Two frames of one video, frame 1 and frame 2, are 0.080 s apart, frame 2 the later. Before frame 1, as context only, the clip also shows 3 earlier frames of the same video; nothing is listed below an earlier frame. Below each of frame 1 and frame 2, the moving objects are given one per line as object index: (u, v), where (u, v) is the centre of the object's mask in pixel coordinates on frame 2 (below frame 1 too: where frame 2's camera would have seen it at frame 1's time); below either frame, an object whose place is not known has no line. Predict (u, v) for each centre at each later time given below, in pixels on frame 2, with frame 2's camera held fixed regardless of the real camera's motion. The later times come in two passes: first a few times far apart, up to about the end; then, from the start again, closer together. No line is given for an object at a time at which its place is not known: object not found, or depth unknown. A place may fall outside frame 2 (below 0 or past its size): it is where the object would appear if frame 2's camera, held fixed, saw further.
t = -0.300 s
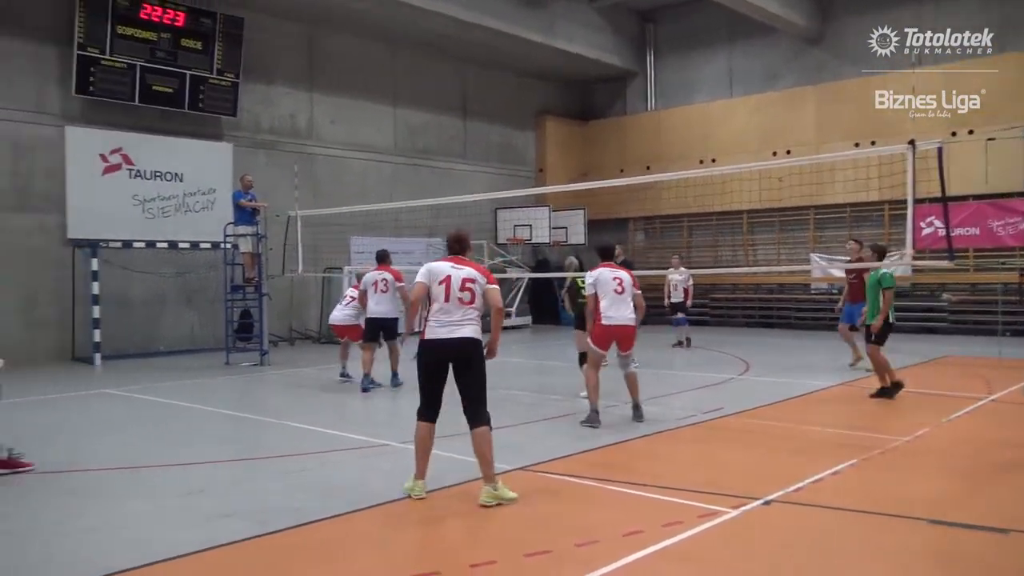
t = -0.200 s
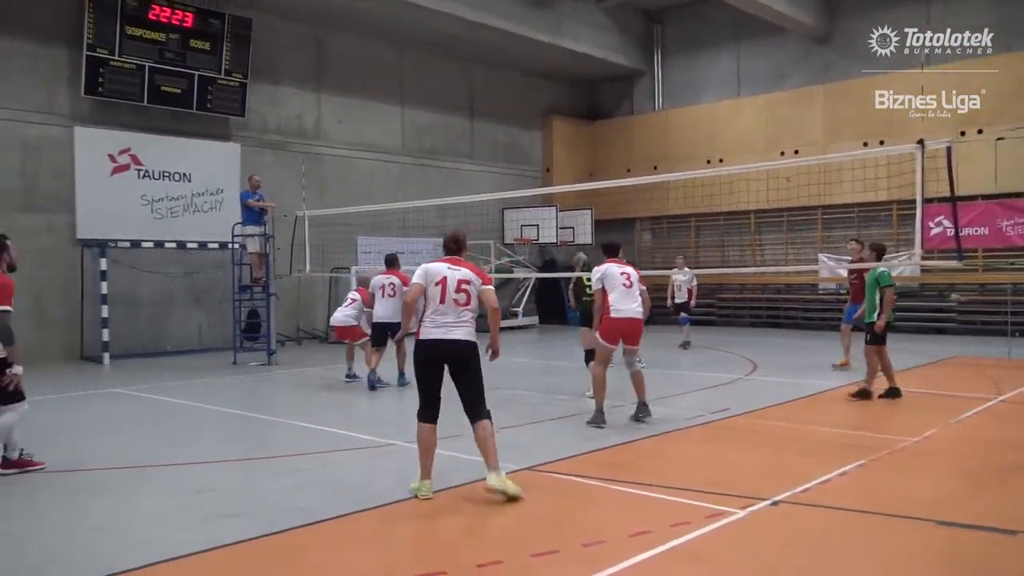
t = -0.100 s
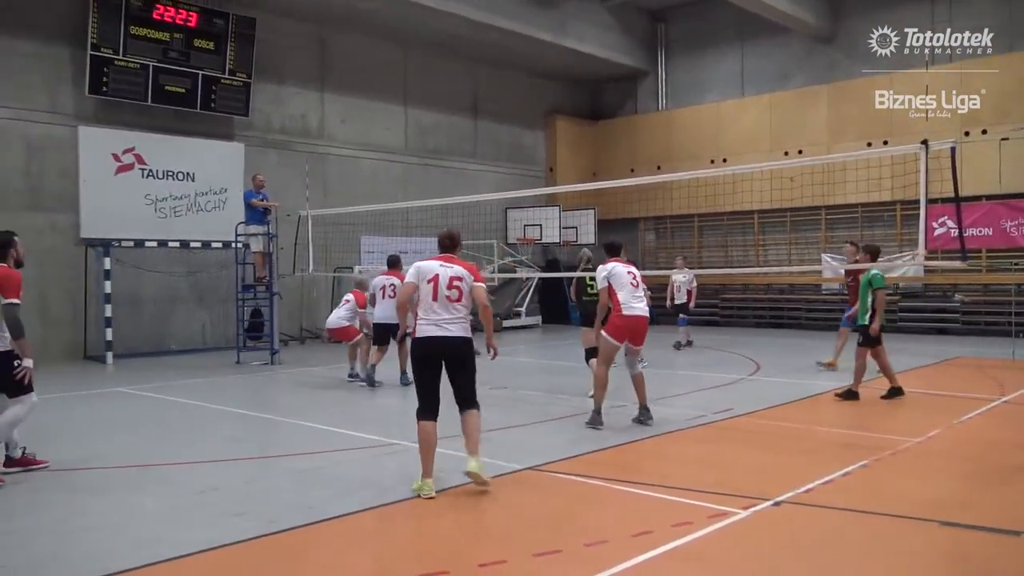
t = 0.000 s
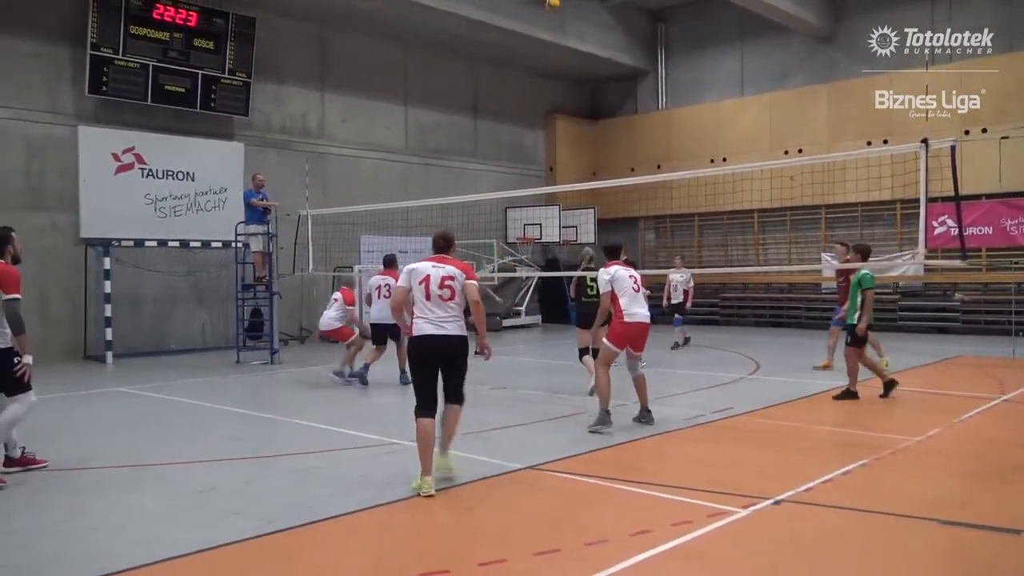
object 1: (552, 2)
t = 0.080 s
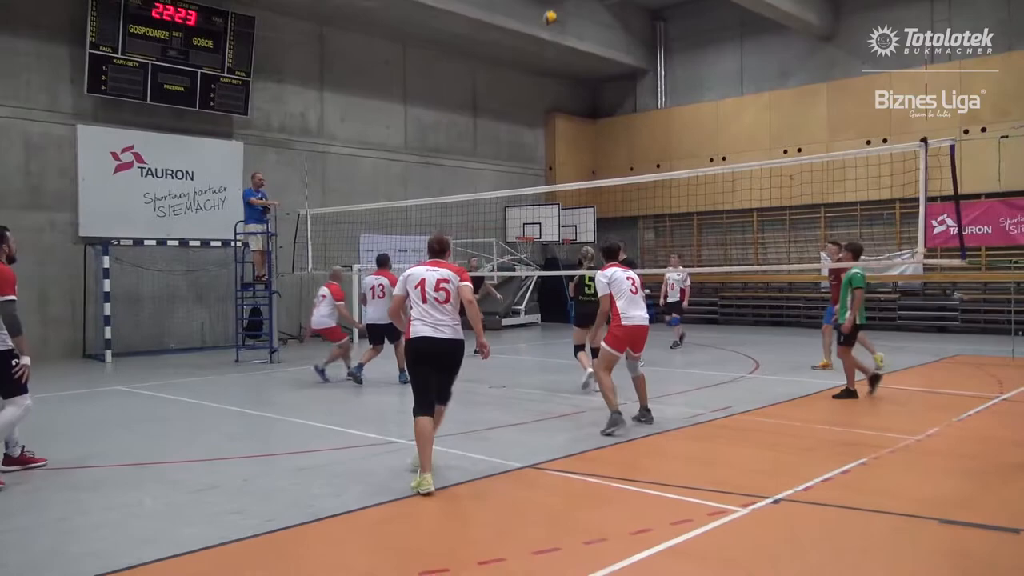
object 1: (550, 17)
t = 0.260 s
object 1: (546, 64)
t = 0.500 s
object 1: (543, 148)
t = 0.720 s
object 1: (538, 247)
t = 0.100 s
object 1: (549, 21)
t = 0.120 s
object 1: (549, 26)
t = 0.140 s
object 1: (548, 30)
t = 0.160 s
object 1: (548, 35)
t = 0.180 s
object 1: (547, 40)
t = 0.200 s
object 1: (548, 45)
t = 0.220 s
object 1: (547, 50)
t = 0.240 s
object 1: (547, 55)
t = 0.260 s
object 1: (546, 64)
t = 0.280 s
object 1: (545, 70)
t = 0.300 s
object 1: (545, 76)
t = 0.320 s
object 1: (545, 83)
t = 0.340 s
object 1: (544, 90)
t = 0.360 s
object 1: (544, 96)
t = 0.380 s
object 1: (544, 103)
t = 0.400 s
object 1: (544, 111)
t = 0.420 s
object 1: (543, 117)
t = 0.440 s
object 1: (544, 124)
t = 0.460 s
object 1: (544, 132)
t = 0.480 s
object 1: (544, 138)
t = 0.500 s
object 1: (543, 148)
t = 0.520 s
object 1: (542, 156)
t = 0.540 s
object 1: (541, 165)
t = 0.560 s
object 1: (541, 173)
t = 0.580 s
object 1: (541, 181)
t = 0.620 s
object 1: (540, 200)
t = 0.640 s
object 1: (539, 210)
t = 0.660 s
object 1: (539, 219)
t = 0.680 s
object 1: (539, 231)
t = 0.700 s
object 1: (540, 238)
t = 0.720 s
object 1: (538, 247)
